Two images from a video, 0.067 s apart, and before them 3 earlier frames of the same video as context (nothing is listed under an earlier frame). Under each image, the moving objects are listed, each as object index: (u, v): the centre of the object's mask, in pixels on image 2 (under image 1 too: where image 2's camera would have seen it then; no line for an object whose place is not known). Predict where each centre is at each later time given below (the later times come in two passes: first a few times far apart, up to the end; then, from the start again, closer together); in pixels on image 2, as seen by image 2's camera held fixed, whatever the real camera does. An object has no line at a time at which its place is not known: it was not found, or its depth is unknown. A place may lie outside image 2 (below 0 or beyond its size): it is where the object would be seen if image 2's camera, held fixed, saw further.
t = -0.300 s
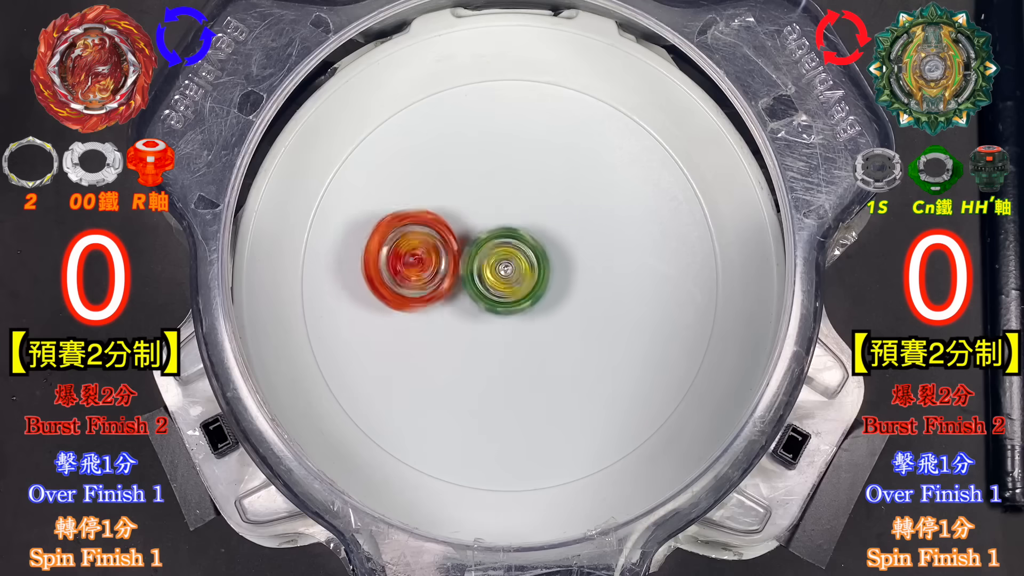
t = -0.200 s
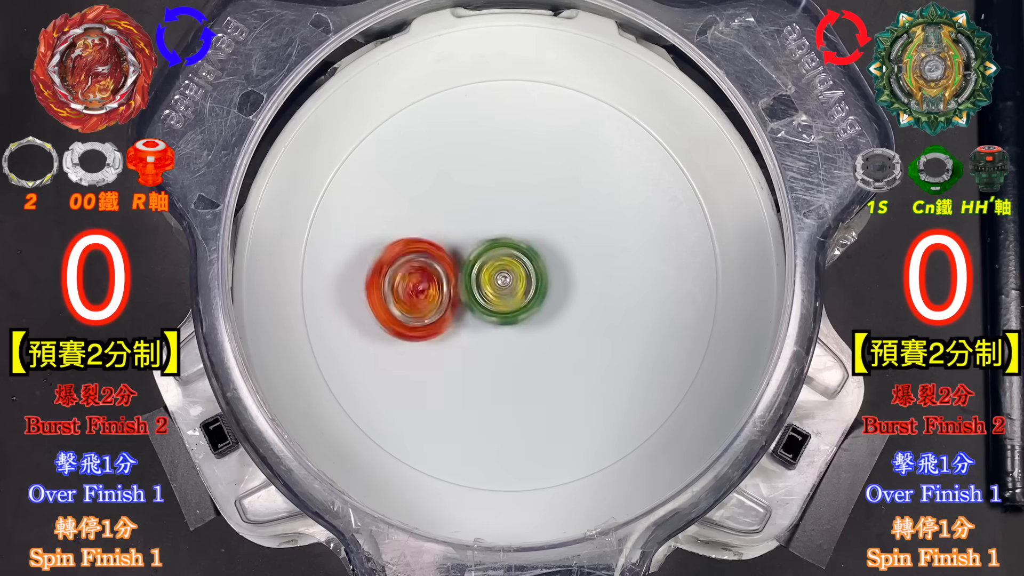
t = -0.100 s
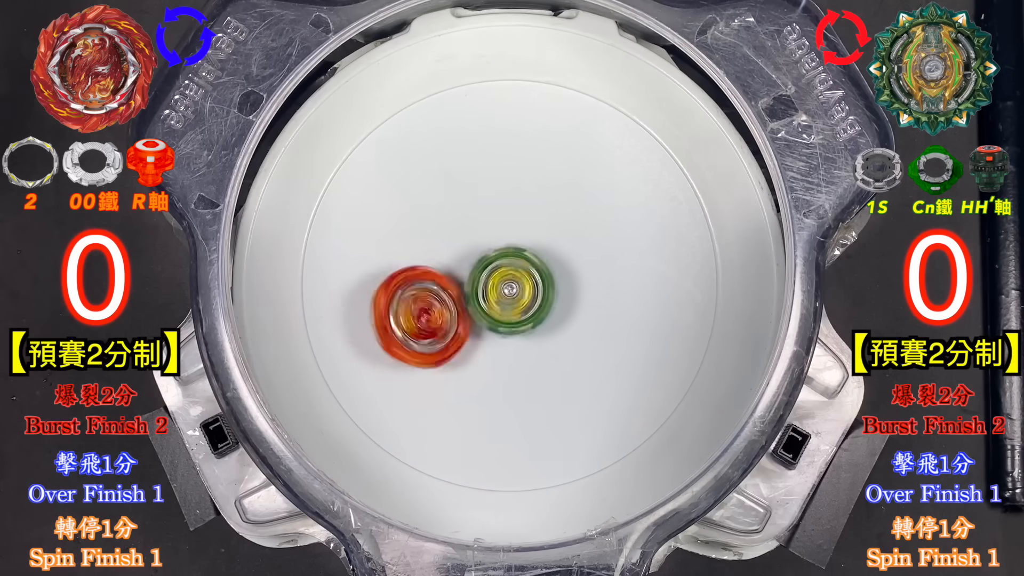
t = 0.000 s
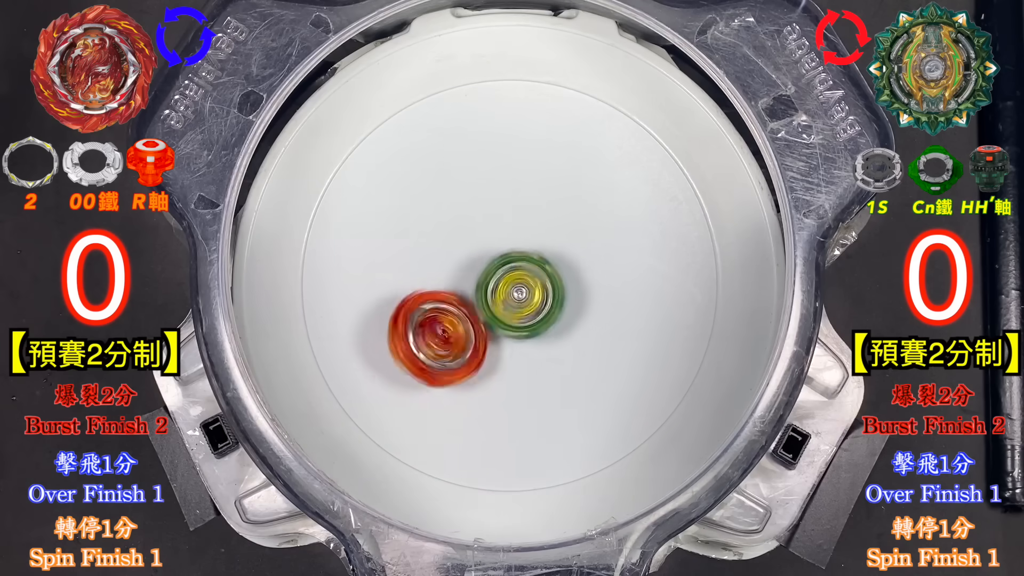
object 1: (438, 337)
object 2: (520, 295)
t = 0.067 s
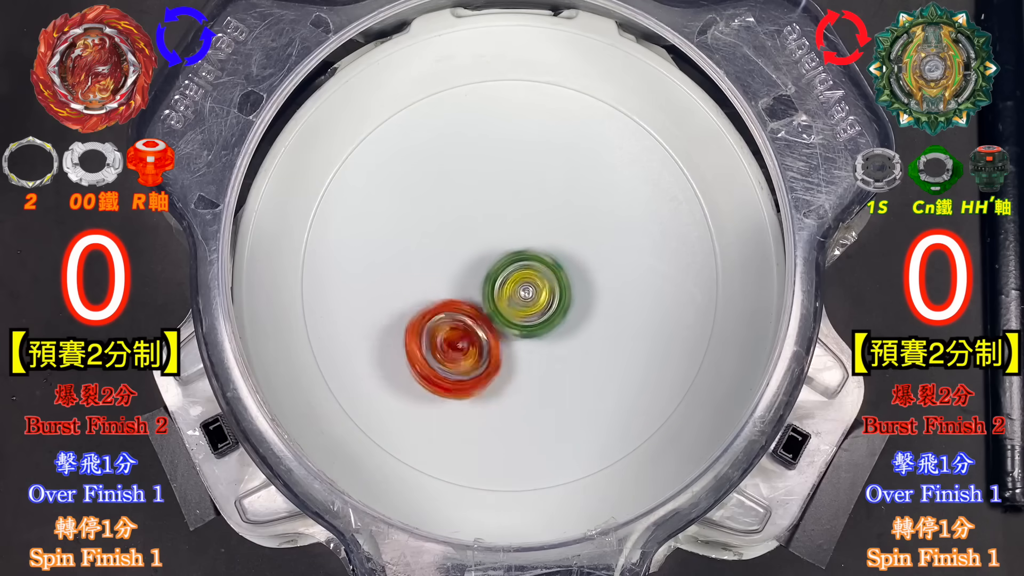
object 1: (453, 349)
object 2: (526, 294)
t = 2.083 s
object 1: (541, 343)
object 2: (485, 263)
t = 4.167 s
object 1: (521, 361)
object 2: (529, 250)
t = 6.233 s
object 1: (443, 263)
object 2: (545, 317)
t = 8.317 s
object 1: (495, 237)
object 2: (542, 319)
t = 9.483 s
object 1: (459, 326)
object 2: (533, 295)
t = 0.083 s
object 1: (456, 351)
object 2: (527, 295)
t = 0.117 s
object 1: (465, 353)
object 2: (530, 293)
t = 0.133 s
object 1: (470, 355)
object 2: (532, 290)
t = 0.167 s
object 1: (478, 358)
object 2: (535, 287)
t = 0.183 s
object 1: (483, 359)
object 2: (535, 285)
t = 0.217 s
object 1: (492, 359)
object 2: (536, 281)
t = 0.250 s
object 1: (501, 358)
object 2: (536, 276)
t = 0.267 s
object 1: (505, 360)
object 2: (537, 270)
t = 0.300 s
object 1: (512, 365)
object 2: (538, 258)
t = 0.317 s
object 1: (515, 365)
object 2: (535, 254)
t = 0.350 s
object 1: (525, 365)
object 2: (531, 244)
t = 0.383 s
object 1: (535, 363)
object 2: (525, 237)
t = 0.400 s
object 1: (538, 360)
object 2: (523, 233)
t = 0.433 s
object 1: (547, 355)
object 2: (516, 229)
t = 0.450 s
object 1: (550, 353)
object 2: (511, 228)
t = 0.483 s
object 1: (557, 346)
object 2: (504, 227)
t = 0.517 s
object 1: (562, 339)
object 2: (497, 229)
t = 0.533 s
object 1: (564, 336)
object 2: (496, 230)
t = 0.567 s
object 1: (568, 328)
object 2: (490, 233)
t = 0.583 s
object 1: (571, 324)
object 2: (487, 236)
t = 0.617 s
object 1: (572, 317)
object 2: (483, 241)
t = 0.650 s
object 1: (574, 310)
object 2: (480, 247)
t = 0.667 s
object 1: (576, 305)
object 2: (480, 249)
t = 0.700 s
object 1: (576, 299)
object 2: (480, 255)
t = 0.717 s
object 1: (576, 293)
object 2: (479, 260)
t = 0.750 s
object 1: (575, 286)
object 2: (480, 266)
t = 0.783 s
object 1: (574, 280)
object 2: (483, 273)
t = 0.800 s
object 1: (573, 275)
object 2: (485, 275)
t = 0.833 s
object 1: (572, 269)
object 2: (489, 279)
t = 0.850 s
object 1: (572, 266)
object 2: (485, 285)
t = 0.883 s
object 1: (573, 258)
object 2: (480, 295)
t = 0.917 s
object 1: (571, 250)
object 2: (480, 304)
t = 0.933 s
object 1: (568, 247)
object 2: (480, 307)
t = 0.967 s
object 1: (562, 241)
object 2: (483, 316)
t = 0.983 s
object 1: (558, 239)
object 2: (485, 320)
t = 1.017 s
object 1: (550, 234)
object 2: (491, 328)
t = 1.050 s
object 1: (543, 231)
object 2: (497, 333)
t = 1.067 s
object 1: (538, 231)
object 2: (499, 334)
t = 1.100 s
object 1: (531, 229)
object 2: (507, 336)
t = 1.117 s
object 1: (527, 230)
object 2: (512, 336)
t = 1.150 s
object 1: (519, 229)
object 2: (520, 334)
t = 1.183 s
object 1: (512, 229)
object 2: (528, 331)
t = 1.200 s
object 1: (508, 231)
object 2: (531, 329)
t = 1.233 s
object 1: (501, 232)
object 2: (536, 323)
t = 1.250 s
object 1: (498, 234)
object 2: (538, 317)
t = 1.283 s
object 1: (491, 237)
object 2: (542, 309)
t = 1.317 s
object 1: (484, 240)
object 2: (544, 300)
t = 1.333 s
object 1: (482, 244)
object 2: (546, 297)
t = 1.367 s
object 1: (474, 247)
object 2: (548, 289)
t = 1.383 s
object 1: (472, 249)
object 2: (549, 286)
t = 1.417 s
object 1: (465, 257)
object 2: (551, 278)
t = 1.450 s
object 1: (460, 266)
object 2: (552, 271)
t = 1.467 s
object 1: (458, 270)
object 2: (552, 267)
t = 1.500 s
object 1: (453, 279)
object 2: (550, 259)
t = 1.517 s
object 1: (452, 282)
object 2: (548, 257)
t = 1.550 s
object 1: (449, 290)
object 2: (543, 250)
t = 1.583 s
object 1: (446, 298)
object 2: (537, 244)
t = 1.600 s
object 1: (448, 301)
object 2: (532, 240)
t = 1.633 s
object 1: (450, 307)
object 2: (524, 236)
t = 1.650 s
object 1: (452, 309)
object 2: (521, 235)
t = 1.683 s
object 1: (455, 315)
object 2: (512, 235)
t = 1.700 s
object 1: (457, 316)
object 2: (506, 236)
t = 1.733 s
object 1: (463, 321)
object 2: (498, 238)
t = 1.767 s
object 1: (466, 326)
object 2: (492, 240)
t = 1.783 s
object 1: (469, 329)
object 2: (488, 240)
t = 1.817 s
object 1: (474, 336)
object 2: (483, 242)
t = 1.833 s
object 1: (477, 338)
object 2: (483, 244)
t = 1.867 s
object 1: (485, 342)
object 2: (481, 248)
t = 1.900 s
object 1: (493, 345)
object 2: (480, 251)
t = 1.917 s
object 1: (498, 345)
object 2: (480, 253)
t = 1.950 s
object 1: (506, 346)
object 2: (480, 258)
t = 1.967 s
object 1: (510, 345)
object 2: (481, 258)
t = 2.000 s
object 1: (519, 345)
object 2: (483, 262)
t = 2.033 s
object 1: (527, 347)
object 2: (483, 262)
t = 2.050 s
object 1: (533, 346)
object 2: (485, 262)
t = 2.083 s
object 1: (541, 343)
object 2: (485, 263)
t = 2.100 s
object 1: (546, 341)
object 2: (485, 265)
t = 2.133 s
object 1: (554, 336)
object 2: (488, 266)
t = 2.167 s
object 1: (561, 329)
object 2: (491, 267)
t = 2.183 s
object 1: (565, 326)
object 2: (491, 267)
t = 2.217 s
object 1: (570, 318)
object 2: (495, 268)
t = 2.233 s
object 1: (573, 314)
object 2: (498, 268)
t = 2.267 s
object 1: (577, 307)
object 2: (501, 268)
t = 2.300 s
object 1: (585, 306)
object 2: (494, 263)
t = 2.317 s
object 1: (592, 304)
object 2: (489, 260)
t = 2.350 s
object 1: (602, 304)
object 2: (478, 254)
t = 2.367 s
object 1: (605, 305)
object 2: (472, 255)
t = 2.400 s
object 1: (609, 303)
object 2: (464, 256)
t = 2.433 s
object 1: (609, 297)
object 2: (459, 257)
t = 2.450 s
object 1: (606, 295)
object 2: (455, 259)
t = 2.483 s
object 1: (602, 288)
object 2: (452, 262)
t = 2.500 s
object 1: (599, 285)
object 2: (451, 263)
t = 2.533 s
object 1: (592, 279)
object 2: (449, 266)
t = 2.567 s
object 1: (583, 273)
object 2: (449, 269)
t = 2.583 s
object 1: (578, 270)
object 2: (449, 270)
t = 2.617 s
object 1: (568, 267)
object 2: (451, 274)
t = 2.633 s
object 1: (562, 264)
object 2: (454, 277)
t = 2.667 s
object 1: (552, 262)
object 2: (459, 280)
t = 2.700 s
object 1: (565, 255)
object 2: (441, 285)
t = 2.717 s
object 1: (581, 253)
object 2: (428, 287)
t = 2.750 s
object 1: (606, 247)
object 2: (402, 291)
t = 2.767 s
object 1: (617, 245)
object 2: (393, 294)
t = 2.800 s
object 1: (633, 241)
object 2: (379, 298)
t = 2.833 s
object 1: (642, 240)
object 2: (371, 303)
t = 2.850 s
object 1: (643, 240)
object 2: (371, 305)
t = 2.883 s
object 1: (641, 241)
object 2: (370, 312)
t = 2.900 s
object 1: (639, 242)
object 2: (373, 315)
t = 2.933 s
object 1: (637, 246)
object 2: (378, 321)
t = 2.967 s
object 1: (633, 249)
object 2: (386, 327)
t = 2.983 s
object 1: (631, 251)
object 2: (391, 327)
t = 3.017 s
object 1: (627, 256)
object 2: (403, 331)
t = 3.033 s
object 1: (626, 258)
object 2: (408, 330)
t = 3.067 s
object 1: (621, 264)
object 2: (423, 330)
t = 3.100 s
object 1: (617, 270)
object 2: (439, 326)
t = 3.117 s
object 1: (615, 274)
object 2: (446, 325)
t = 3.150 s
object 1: (611, 281)
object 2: (462, 320)
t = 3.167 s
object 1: (608, 285)
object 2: (469, 318)
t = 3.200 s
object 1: (605, 293)
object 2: (485, 312)
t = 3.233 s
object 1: (601, 300)
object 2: (499, 306)
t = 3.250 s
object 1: (602, 304)
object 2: (505, 303)
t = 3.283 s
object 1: (624, 309)
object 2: (492, 298)
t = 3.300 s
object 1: (634, 311)
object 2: (488, 295)
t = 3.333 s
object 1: (649, 317)
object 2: (481, 293)
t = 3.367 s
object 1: (659, 323)
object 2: (481, 292)
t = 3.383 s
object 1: (662, 323)
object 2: (481, 290)
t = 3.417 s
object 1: (663, 329)
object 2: (484, 287)
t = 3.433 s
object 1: (664, 330)
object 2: (486, 284)
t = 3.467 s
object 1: (664, 335)
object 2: (491, 280)
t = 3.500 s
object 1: (663, 335)
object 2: (496, 274)
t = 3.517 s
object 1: (662, 336)
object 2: (498, 273)
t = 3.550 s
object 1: (658, 337)
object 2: (503, 267)
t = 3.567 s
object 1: (656, 338)
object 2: (506, 266)
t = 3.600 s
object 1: (653, 340)
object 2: (509, 259)
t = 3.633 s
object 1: (649, 342)
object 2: (512, 256)
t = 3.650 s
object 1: (647, 344)
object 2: (515, 252)
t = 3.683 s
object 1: (644, 346)
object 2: (519, 250)
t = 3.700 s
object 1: (642, 347)
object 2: (520, 247)
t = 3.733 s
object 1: (638, 347)
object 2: (524, 246)
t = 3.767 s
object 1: (633, 345)
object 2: (527, 241)
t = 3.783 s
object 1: (629, 344)
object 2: (528, 242)
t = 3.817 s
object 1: (620, 342)
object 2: (530, 239)
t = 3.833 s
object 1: (615, 341)
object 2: (532, 240)
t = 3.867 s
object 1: (603, 340)
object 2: (533, 238)
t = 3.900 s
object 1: (593, 339)
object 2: (534, 239)
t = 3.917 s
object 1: (588, 339)
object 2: (535, 239)
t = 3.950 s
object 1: (578, 338)
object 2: (536, 241)
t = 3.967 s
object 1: (572, 338)
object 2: (536, 241)
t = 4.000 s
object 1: (562, 339)
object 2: (537, 245)
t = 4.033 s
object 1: (554, 342)
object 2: (538, 246)
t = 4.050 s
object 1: (549, 343)
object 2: (537, 248)
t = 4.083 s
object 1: (541, 348)
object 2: (535, 245)
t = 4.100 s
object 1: (537, 351)
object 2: (534, 246)
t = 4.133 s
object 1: (528, 355)
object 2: (532, 247)
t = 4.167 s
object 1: (521, 361)
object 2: (529, 250)
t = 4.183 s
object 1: (517, 363)
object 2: (527, 250)
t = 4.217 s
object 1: (510, 369)
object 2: (524, 254)
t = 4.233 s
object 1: (507, 372)
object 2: (523, 255)
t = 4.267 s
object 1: (500, 379)
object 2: (520, 259)
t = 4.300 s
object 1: (495, 385)
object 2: (517, 262)
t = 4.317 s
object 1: (492, 389)
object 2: (516, 266)
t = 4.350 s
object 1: (487, 395)
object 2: (512, 269)
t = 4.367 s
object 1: (485, 397)
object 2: (513, 272)
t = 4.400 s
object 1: (482, 403)
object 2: (509, 276)
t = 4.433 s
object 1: (482, 405)
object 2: (508, 282)
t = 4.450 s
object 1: (482, 405)
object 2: (505, 284)
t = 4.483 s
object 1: (482, 405)
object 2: (505, 288)
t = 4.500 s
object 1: (481, 403)
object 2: (503, 291)
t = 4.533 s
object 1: (480, 399)
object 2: (502, 294)
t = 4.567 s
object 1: (480, 394)
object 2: (499, 297)
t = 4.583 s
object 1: (479, 391)
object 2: (500, 298)
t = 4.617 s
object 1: (476, 392)
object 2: (497, 293)
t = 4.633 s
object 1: (475, 394)
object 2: (497, 288)
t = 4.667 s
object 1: (475, 393)
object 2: (494, 283)
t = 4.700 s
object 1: (474, 390)
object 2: (493, 277)
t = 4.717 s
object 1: (474, 388)
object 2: (491, 277)
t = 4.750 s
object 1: (476, 383)
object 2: (489, 271)
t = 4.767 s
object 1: (477, 380)
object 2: (489, 272)
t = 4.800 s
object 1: (479, 373)
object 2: (486, 267)
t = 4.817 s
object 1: (480, 369)
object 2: (488, 266)
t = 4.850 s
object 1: (482, 362)
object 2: (486, 259)
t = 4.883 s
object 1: (483, 354)
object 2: (486, 253)
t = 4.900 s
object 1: (484, 356)
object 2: (486, 245)
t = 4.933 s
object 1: (483, 357)
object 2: (489, 230)
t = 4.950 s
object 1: (484, 359)
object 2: (489, 225)
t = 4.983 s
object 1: (484, 356)
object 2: (491, 214)
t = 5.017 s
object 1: (483, 355)
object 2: (492, 209)
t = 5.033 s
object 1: (483, 353)
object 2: (492, 206)
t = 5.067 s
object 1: (480, 348)
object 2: (495, 203)
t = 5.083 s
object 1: (480, 347)
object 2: (495, 202)
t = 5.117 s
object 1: (478, 342)
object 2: (498, 199)
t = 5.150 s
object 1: (475, 338)
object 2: (499, 198)
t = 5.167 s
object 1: (474, 335)
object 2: (502, 196)
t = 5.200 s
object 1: (471, 331)
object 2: (506, 199)
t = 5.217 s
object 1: (471, 329)
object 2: (507, 197)
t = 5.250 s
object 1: (468, 324)
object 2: (513, 201)
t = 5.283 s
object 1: (467, 322)
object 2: (515, 202)
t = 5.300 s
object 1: (466, 321)
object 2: (519, 205)
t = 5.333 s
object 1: (465, 320)
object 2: (521, 211)
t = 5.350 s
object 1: (465, 318)
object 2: (524, 213)
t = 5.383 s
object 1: (463, 318)
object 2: (528, 222)
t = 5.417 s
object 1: (465, 318)
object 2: (532, 229)
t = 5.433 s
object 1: (465, 316)
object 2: (533, 234)
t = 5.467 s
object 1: (466, 315)
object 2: (535, 242)
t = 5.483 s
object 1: (466, 315)
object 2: (538, 244)
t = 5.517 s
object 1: (457, 319)
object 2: (550, 248)
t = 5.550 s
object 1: (454, 322)
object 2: (560, 248)
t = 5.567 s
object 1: (454, 322)
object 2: (564, 251)
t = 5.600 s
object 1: (455, 322)
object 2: (568, 253)
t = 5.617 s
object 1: (456, 321)
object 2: (572, 254)
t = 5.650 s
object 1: (457, 318)
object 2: (575, 259)
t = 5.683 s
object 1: (457, 314)
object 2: (577, 262)
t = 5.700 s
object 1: (458, 313)
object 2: (579, 265)
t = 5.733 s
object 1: (458, 309)
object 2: (577, 268)
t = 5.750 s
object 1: (457, 308)
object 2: (578, 269)
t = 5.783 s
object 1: (460, 306)
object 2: (578, 275)
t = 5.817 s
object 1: (461, 304)
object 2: (579, 279)
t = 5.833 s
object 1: (463, 303)
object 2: (579, 284)
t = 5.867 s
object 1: (465, 301)
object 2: (575, 290)
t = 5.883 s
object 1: (466, 299)
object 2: (574, 291)
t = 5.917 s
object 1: (470, 295)
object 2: (572, 297)
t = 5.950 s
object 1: (471, 292)
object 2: (567, 301)
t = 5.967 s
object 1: (470, 291)
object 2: (569, 303)
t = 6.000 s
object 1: (469, 287)
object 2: (565, 307)
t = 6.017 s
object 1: (468, 286)
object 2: (563, 308)
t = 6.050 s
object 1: (462, 283)
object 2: (566, 311)
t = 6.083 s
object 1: (459, 279)
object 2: (564, 313)
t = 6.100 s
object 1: (458, 278)
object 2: (564, 313)
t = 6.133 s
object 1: (454, 271)
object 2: (562, 315)
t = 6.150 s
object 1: (452, 269)
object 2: (559, 315)
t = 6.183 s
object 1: (448, 266)
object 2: (556, 316)
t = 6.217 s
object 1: (445, 264)
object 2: (549, 318)
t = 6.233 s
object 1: (443, 263)
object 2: (545, 317)
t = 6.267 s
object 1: (442, 261)
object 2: (541, 316)
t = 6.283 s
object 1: (441, 261)
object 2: (537, 316)
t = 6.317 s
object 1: (441, 262)
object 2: (530, 311)
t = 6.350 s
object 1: (443, 262)
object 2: (523, 311)
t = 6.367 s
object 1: (442, 261)
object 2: (520, 309)
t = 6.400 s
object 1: (439, 256)
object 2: (522, 310)
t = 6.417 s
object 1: (439, 255)
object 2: (523, 312)
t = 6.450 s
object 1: (439, 255)
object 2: (520, 313)
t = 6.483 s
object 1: (441, 254)
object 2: (518, 311)
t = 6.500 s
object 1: (443, 252)
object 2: (516, 311)
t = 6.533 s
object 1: (435, 244)
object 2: (522, 314)
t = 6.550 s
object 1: (430, 239)
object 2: (527, 315)
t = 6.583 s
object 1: (424, 233)
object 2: (538, 318)
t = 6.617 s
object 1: (421, 231)
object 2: (544, 319)
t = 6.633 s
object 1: (420, 230)
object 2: (548, 319)
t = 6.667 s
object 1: (420, 231)
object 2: (554, 323)
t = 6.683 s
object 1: (420, 231)
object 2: (554, 323)
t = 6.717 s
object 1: (421, 230)
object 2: (557, 320)
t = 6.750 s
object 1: (423, 228)
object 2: (558, 321)
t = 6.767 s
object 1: (424, 228)
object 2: (558, 321)
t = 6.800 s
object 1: (427, 227)
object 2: (561, 317)
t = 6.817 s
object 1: (429, 226)
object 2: (564, 317)
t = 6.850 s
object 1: (433, 225)
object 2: (563, 319)
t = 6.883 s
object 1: (437, 223)
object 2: (564, 315)
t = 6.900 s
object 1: (438, 222)
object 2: (565, 315)
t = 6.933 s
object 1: (442, 221)
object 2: (562, 316)
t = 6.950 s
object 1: (444, 220)
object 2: (560, 312)
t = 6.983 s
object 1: (445, 218)
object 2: (561, 308)
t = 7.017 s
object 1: (447, 217)
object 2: (559, 307)
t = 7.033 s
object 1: (449, 216)
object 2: (557, 305)
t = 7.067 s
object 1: (450, 215)
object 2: (555, 300)
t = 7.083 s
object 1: (449, 215)
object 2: (553, 299)
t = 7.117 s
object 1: (449, 215)
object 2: (548, 293)
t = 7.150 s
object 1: (450, 218)
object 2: (546, 286)
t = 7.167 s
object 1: (451, 219)
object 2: (544, 284)
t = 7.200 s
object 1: (456, 222)
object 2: (538, 278)
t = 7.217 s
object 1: (455, 221)
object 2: (540, 277)
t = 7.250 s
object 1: (456, 220)
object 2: (539, 277)
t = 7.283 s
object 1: (452, 221)
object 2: (545, 278)
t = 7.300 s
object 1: (451, 221)
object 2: (549, 280)
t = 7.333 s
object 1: (451, 224)
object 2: (555, 283)
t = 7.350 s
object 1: (453, 226)
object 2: (557, 285)
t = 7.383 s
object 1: (457, 227)
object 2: (560, 284)
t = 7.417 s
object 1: (459, 228)
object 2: (563, 284)
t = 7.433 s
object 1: (460, 229)
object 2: (564, 286)
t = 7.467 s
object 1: (461, 232)
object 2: (564, 289)
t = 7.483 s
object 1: (464, 233)
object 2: (564, 288)
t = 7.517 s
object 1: (466, 235)
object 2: (566, 286)
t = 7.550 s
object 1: (470, 237)
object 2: (566, 289)
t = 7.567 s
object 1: (472, 237)
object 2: (565, 290)
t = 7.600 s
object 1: (476, 236)
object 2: (563, 292)
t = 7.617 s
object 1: (477, 237)
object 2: (561, 294)
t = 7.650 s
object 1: (480, 238)
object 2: (555, 296)
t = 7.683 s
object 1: (480, 237)
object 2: (555, 297)
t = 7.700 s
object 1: (481, 238)
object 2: (554, 300)
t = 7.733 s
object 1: (482, 238)
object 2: (551, 305)
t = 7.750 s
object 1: (481, 238)
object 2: (550, 306)
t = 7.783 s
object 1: (481, 238)
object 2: (549, 308)
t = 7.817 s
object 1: (482, 240)
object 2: (547, 311)
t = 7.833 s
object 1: (483, 238)
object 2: (547, 318)
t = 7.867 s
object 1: (483, 233)
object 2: (545, 325)
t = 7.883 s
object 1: (482, 231)
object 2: (547, 328)
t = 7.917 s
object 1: (481, 231)
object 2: (549, 337)
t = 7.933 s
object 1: (480, 231)
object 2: (548, 340)
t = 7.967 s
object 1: (481, 231)
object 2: (547, 341)
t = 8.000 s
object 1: (482, 231)
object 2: (552, 340)
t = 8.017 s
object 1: (482, 232)
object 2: (555, 340)
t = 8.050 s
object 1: (483, 232)
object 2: (556, 340)
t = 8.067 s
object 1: (483, 232)
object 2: (556, 340)
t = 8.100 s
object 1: (482, 234)
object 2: (556, 340)
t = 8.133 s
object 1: (484, 237)
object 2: (556, 343)
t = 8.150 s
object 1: (485, 238)
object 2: (554, 344)
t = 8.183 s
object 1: (489, 240)
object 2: (550, 341)
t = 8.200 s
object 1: (491, 240)
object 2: (549, 337)
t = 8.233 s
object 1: (493, 240)
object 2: (548, 332)
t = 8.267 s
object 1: (496, 238)
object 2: (544, 327)
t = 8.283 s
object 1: (496, 238)
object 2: (543, 323)
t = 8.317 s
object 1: (495, 237)
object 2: (542, 319)
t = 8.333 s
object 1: (494, 235)
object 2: (543, 319)
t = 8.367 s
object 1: (496, 233)
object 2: (541, 320)
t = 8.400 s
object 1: (497, 231)
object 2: (538, 318)
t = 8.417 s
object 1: (496, 229)
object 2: (539, 318)
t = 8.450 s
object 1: (493, 222)
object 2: (539, 323)
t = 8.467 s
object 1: (492, 218)
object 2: (537, 324)
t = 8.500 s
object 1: (490, 213)
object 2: (533, 319)
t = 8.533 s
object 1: (489, 209)
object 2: (536, 313)
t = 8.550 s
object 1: (489, 207)
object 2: (539, 311)
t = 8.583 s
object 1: (488, 206)
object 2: (542, 311)
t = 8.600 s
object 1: (487, 206)
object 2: (540, 310)
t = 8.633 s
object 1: (488, 210)
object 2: (537, 305)
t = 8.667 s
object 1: (487, 213)
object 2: (536, 298)
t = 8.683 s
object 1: (486, 215)
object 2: (537, 296)
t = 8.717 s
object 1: (489, 221)
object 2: (536, 294)
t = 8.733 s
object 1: (489, 222)
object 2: (534, 293)
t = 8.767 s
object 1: (486, 224)
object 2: (528, 291)
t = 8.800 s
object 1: (481, 227)
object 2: (528, 289)
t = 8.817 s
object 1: (476, 227)
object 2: (530, 289)
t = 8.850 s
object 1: (466, 233)
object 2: (534, 292)
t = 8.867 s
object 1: (462, 237)
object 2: (536, 294)
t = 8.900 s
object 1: (455, 242)
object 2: (537, 298)
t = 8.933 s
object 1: (449, 249)
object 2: (536, 297)
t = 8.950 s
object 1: (447, 253)
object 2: (536, 296)
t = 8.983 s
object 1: (444, 261)
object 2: (538, 293)
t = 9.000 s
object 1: (442, 265)
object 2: (540, 294)
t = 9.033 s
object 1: (440, 273)
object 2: (542, 297)
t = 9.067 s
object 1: (440, 280)
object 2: (541, 301)
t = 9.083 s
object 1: (441, 283)
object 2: (540, 303)
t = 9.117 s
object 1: (442, 289)
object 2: (534, 305)
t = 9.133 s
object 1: (443, 292)
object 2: (532, 305)
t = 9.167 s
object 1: (443, 295)
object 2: (527, 302)
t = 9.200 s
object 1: (443, 299)
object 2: (524, 298)
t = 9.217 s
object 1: (445, 300)
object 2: (523, 295)
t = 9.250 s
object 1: (446, 304)
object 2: (522, 293)
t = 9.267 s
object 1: (448, 306)
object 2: (522, 292)
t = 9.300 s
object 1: (451, 309)
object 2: (524, 290)
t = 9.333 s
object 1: (455, 312)
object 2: (527, 290)
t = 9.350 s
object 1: (456, 314)
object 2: (528, 290)
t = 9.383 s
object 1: (458, 318)
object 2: (531, 293)
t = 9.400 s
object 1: (459, 321)
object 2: (531, 294)
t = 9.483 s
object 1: (459, 326)
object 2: (533, 295)
